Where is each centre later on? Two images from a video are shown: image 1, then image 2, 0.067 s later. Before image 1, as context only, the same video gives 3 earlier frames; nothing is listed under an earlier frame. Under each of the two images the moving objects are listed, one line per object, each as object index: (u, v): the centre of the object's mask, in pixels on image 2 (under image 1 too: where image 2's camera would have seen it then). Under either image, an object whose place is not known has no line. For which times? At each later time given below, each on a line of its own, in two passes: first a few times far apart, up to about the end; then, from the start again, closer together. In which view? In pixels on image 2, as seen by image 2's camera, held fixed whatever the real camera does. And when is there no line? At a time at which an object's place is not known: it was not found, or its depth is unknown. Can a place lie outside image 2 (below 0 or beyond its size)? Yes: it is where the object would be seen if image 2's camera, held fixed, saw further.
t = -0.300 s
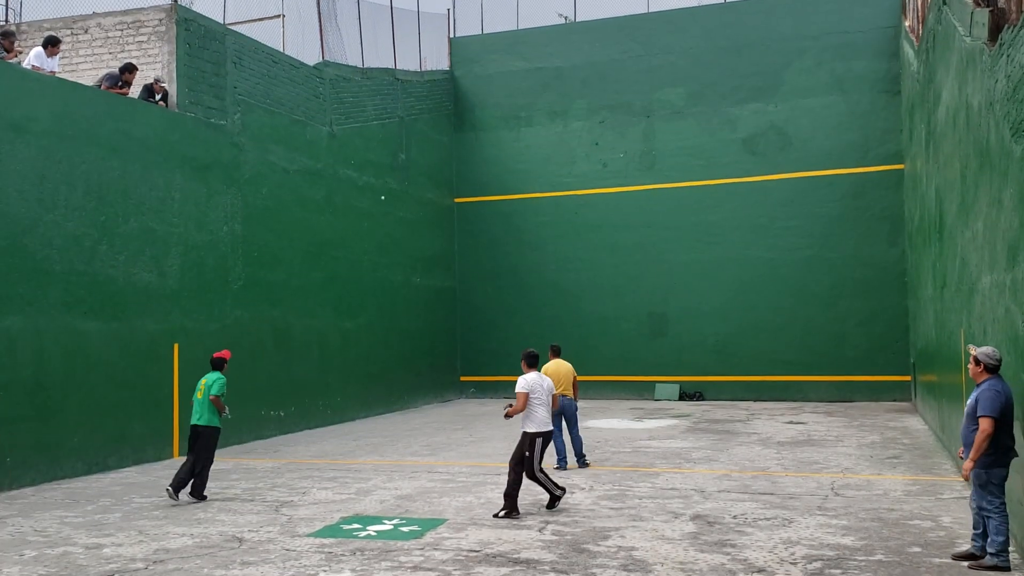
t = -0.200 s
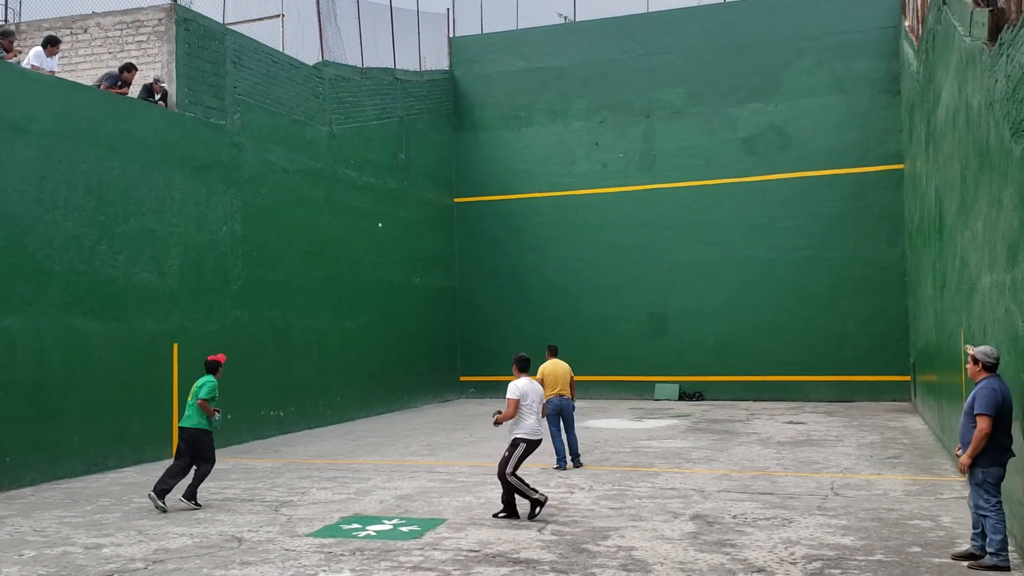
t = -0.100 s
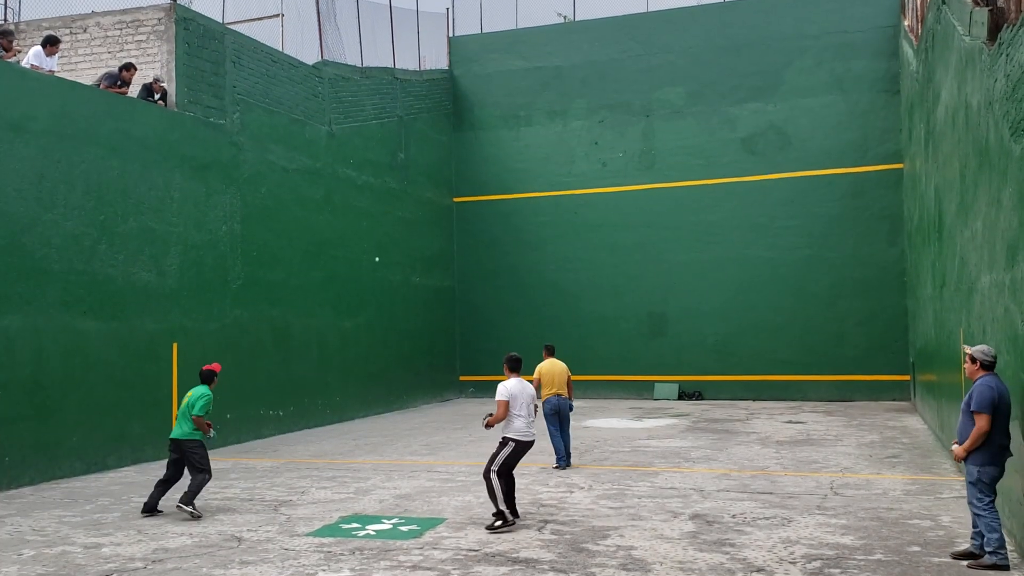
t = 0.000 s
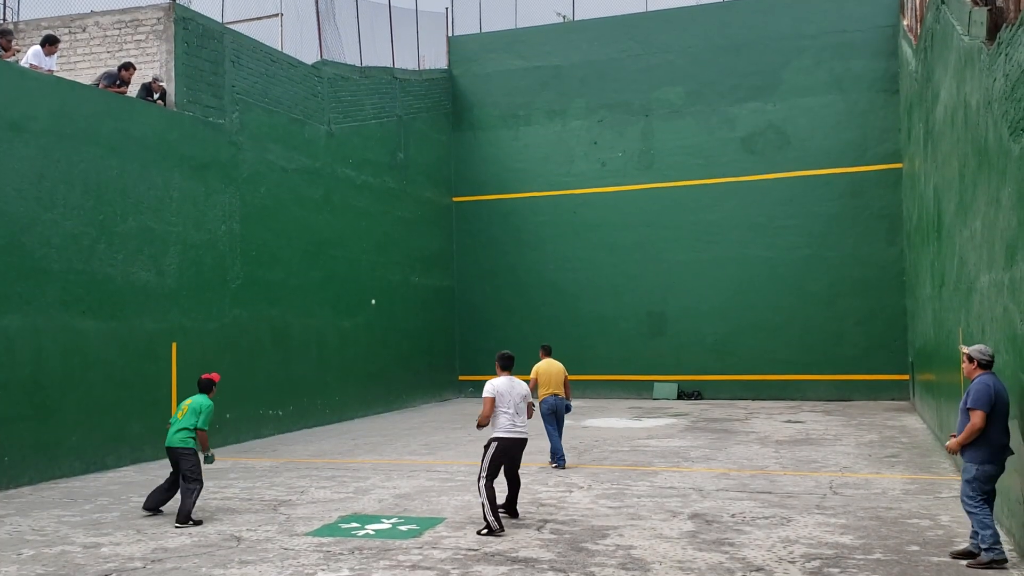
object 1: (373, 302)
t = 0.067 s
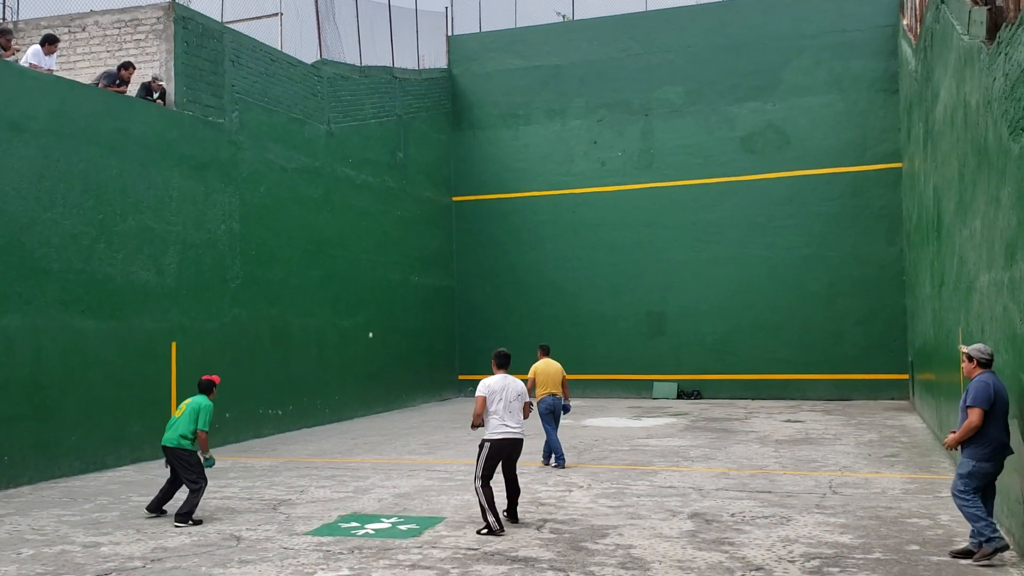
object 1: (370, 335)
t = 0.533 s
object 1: (368, 316)
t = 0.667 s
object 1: (371, 270)
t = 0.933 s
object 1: (376, 203)
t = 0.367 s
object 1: (365, 384)
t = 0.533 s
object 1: (368, 316)
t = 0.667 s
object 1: (371, 270)
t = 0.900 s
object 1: (375, 209)
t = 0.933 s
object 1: (376, 203)
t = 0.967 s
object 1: (377, 197)
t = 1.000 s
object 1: (378, 193)
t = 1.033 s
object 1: (379, 189)
